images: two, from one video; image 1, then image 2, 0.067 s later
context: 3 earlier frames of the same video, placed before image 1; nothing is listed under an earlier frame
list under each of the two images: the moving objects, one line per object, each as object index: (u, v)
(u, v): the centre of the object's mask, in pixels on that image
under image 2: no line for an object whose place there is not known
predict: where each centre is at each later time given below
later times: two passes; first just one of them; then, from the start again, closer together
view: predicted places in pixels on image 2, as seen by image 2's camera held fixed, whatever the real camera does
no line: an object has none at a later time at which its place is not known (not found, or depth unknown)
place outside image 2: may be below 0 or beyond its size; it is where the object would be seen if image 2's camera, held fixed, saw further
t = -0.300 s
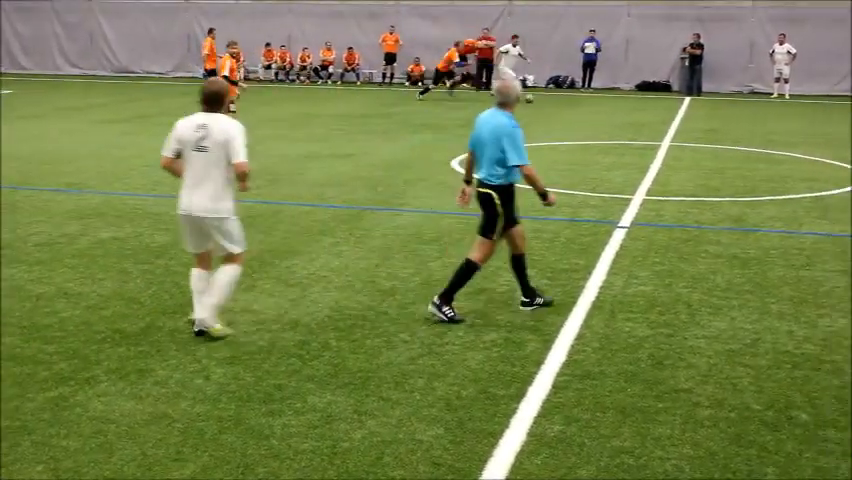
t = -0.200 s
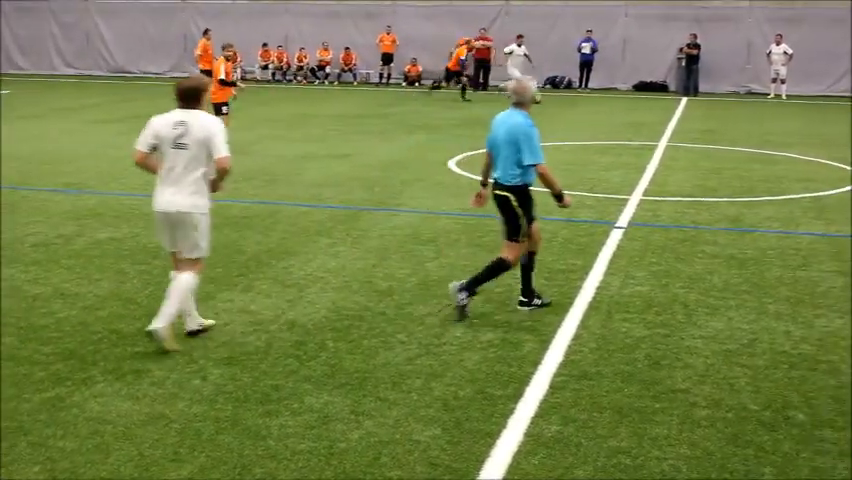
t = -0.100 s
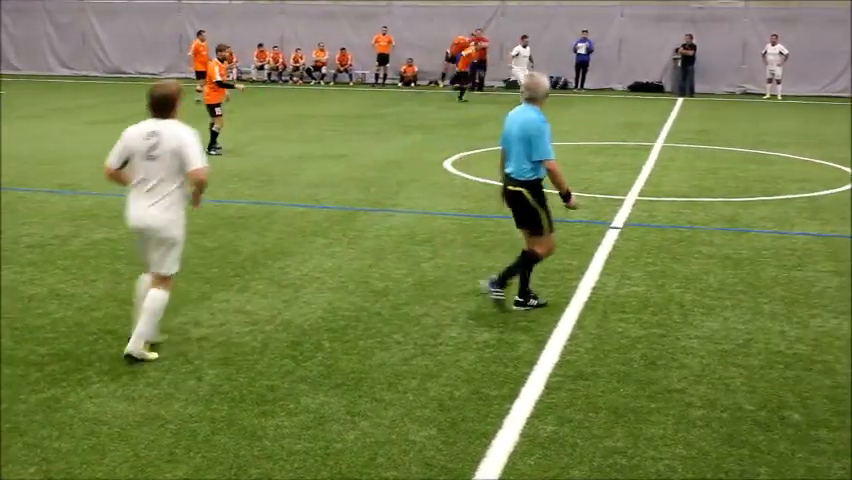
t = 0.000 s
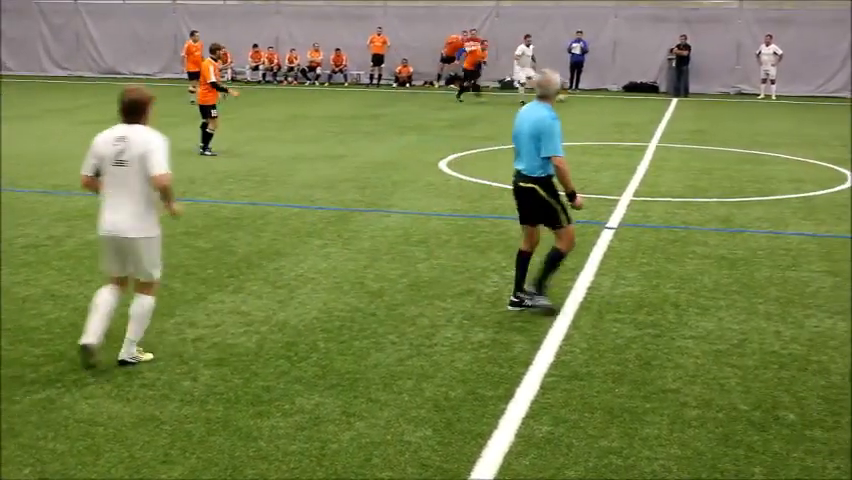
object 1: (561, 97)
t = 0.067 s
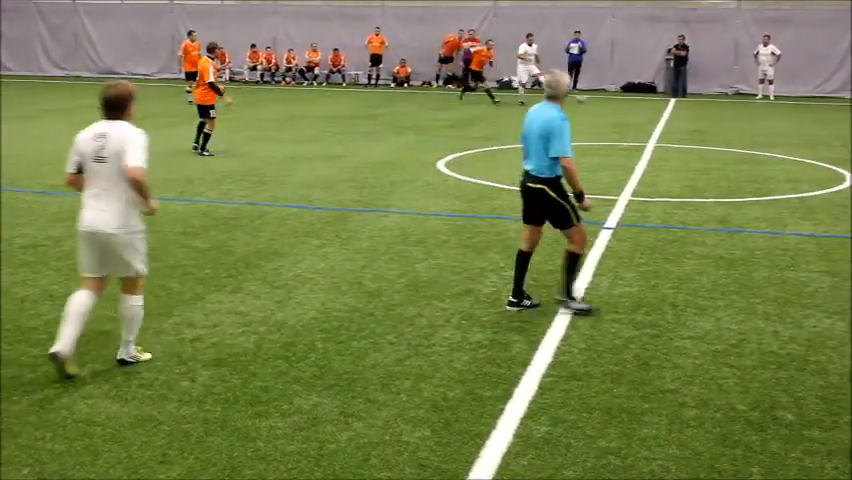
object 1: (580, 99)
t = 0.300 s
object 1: (658, 120)
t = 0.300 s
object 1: (658, 120)
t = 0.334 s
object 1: (673, 127)
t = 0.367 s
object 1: (682, 127)
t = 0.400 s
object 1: (693, 127)
